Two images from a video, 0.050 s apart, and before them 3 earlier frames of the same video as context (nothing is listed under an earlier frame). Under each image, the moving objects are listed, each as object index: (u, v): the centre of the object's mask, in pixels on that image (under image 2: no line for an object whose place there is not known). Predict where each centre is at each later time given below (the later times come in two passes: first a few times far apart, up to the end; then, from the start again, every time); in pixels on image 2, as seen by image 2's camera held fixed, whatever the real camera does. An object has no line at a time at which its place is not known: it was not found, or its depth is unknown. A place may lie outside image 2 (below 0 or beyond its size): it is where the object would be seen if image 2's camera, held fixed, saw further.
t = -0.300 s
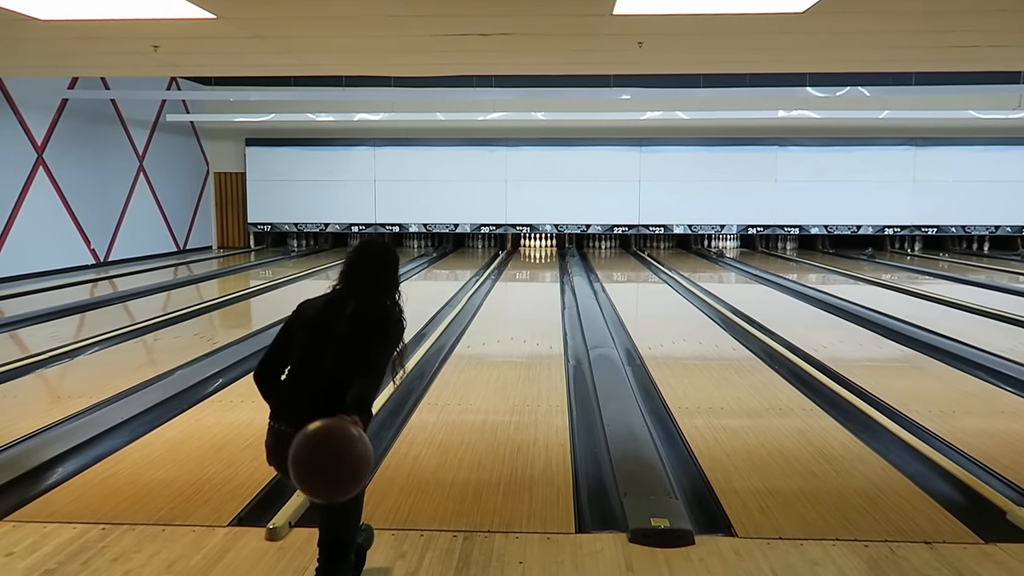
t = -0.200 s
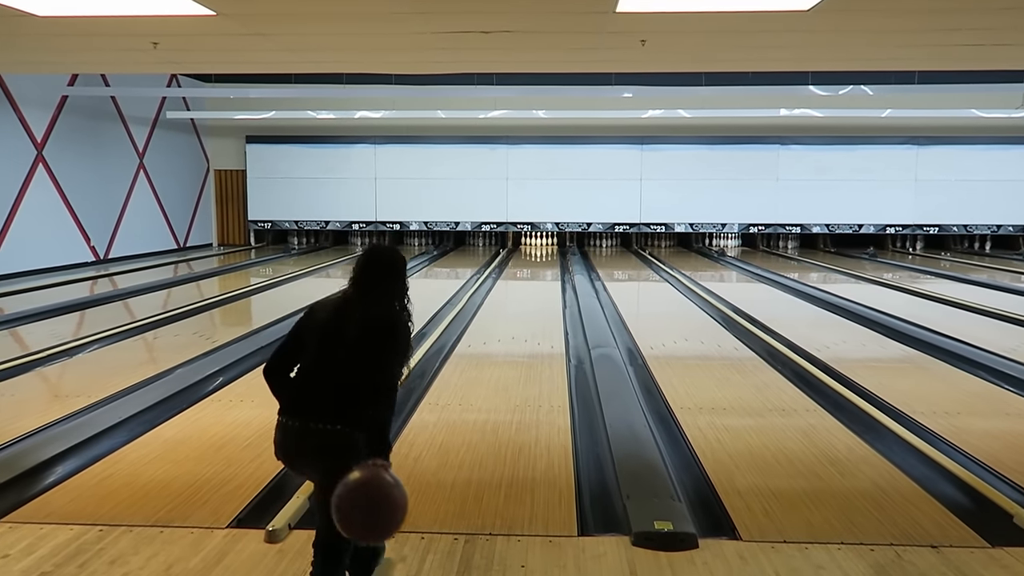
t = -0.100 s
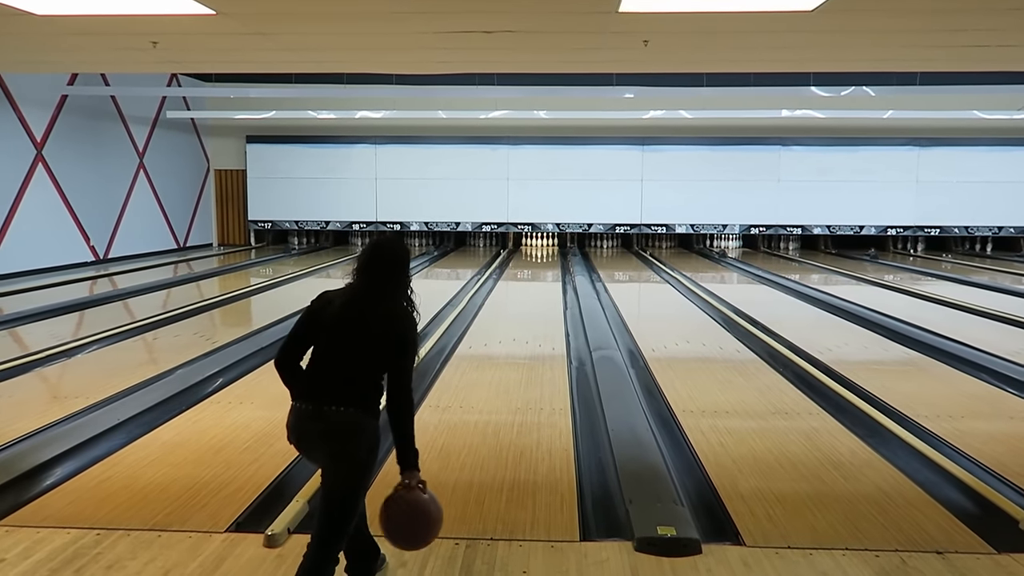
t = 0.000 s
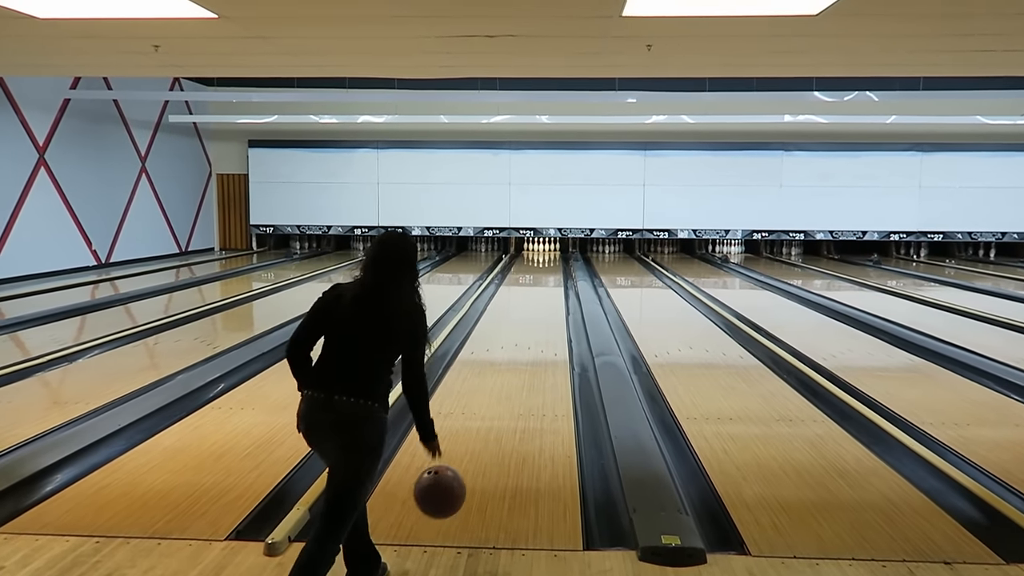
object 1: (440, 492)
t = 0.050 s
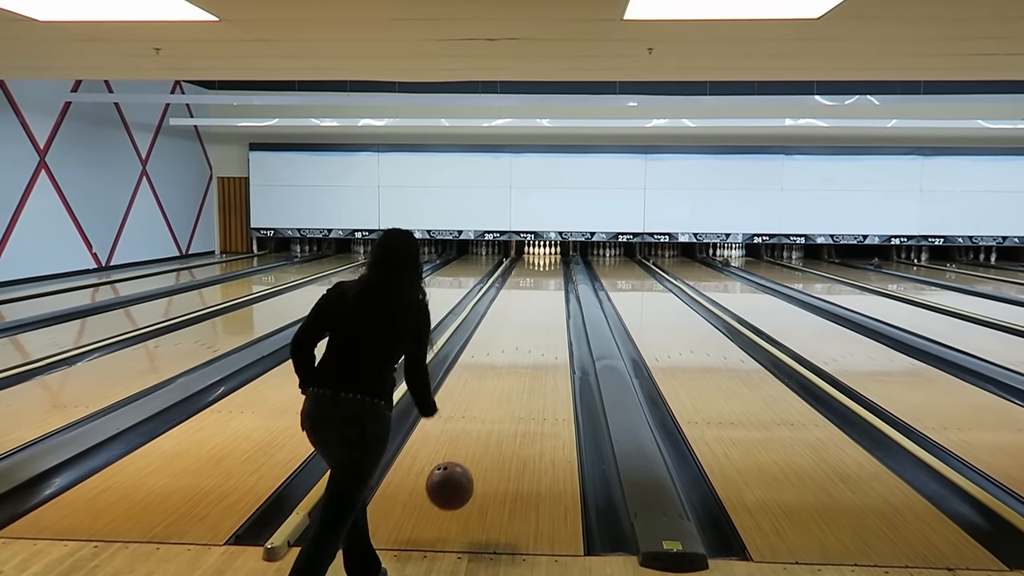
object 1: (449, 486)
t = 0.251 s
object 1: (475, 429)
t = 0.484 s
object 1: (493, 384)
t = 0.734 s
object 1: (504, 349)
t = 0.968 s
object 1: (511, 326)
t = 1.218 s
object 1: (517, 309)
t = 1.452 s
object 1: (521, 297)
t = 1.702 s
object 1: (524, 286)
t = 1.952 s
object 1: (526, 278)
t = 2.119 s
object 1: (527, 274)
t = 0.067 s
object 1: (452, 484)
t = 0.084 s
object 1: (455, 482)
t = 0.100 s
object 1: (457, 482)
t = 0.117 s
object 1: (460, 482)
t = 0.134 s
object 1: (462, 477)
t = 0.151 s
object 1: (464, 467)
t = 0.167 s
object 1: (466, 459)
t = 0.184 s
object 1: (468, 451)
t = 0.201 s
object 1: (470, 445)
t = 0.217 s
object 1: (472, 439)
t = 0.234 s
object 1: (474, 434)
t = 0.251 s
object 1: (475, 429)
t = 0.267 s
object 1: (477, 426)
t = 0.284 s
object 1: (478, 423)
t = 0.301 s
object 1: (480, 421)
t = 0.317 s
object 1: (481, 419)
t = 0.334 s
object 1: (483, 414)
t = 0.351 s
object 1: (484, 410)
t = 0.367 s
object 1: (485, 406)
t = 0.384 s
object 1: (486, 403)
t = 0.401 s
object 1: (487, 400)
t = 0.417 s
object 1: (489, 396)
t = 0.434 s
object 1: (490, 393)
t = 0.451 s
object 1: (491, 390)
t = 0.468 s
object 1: (492, 387)
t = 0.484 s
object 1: (493, 384)
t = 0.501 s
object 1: (494, 382)
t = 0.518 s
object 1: (494, 379)
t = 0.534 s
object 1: (496, 376)
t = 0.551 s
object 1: (496, 373)
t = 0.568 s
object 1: (497, 371)
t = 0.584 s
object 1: (498, 368)
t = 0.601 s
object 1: (499, 366)
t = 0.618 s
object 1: (499, 364)
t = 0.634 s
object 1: (500, 361)
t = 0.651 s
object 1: (501, 359)
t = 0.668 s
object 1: (502, 357)
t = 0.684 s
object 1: (502, 355)
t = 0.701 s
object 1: (503, 353)
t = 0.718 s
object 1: (504, 351)
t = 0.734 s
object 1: (504, 349)
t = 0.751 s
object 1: (505, 347)
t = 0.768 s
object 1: (505, 345)
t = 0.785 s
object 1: (506, 344)
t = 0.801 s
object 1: (506, 342)
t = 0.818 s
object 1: (507, 340)
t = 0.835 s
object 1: (507, 339)
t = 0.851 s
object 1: (508, 337)
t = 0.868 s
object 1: (509, 335)
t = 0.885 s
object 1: (509, 334)
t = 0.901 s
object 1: (509, 332)
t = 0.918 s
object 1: (510, 331)
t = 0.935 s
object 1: (510, 329)
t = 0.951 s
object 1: (511, 328)
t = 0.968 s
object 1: (511, 326)
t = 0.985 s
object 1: (512, 325)
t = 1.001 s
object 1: (512, 323)
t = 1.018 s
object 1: (512, 322)
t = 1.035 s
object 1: (513, 321)
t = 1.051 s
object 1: (513, 320)
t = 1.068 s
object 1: (514, 318)
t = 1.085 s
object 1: (514, 317)
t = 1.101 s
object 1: (515, 316)
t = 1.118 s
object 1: (515, 315)
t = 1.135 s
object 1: (515, 314)
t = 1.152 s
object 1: (515, 313)
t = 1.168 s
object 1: (516, 312)
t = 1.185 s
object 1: (516, 311)
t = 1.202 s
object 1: (516, 310)
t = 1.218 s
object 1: (517, 309)
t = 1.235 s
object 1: (517, 308)
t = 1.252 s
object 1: (517, 307)
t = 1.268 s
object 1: (518, 306)
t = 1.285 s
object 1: (518, 305)
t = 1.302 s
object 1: (518, 304)
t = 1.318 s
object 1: (518, 303)
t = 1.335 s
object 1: (519, 302)
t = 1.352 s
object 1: (519, 301)
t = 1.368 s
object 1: (519, 300)
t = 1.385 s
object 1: (520, 300)
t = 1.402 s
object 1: (520, 299)
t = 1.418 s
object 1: (520, 298)
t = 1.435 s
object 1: (520, 297)
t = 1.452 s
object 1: (521, 297)
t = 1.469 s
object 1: (521, 296)
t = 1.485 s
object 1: (521, 296)
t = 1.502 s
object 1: (521, 295)
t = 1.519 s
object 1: (521, 295)
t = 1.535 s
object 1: (521, 294)
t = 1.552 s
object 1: (522, 293)
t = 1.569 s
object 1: (522, 293)
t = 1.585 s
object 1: (522, 292)
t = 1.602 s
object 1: (522, 291)
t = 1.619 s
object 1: (522, 290)
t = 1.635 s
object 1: (523, 290)
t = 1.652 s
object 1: (523, 289)
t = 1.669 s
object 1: (524, 287)
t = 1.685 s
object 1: (524, 287)
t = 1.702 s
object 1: (524, 286)
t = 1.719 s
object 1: (524, 286)
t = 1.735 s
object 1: (524, 286)
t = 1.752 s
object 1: (524, 285)
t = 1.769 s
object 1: (524, 285)
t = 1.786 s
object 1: (524, 284)
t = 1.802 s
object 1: (524, 283)
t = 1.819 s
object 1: (524, 283)
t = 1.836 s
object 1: (525, 282)
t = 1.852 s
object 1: (525, 282)
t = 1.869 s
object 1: (525, 281)
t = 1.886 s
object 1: (526, 280)
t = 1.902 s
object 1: (526, 279)
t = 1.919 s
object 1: (526, 279)
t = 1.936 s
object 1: (526, 279)
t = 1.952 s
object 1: (526, 278)
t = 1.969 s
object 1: (526, 278)
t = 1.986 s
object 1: (526, 278)
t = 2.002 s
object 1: (526, 277)
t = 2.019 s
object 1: (526, 277)
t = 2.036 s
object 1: (526, 276)
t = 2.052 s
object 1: (526, 276)
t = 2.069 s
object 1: (526, 275)
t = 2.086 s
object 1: (527, 275)
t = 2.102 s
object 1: (527, 274)
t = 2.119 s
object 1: (527, 274)
